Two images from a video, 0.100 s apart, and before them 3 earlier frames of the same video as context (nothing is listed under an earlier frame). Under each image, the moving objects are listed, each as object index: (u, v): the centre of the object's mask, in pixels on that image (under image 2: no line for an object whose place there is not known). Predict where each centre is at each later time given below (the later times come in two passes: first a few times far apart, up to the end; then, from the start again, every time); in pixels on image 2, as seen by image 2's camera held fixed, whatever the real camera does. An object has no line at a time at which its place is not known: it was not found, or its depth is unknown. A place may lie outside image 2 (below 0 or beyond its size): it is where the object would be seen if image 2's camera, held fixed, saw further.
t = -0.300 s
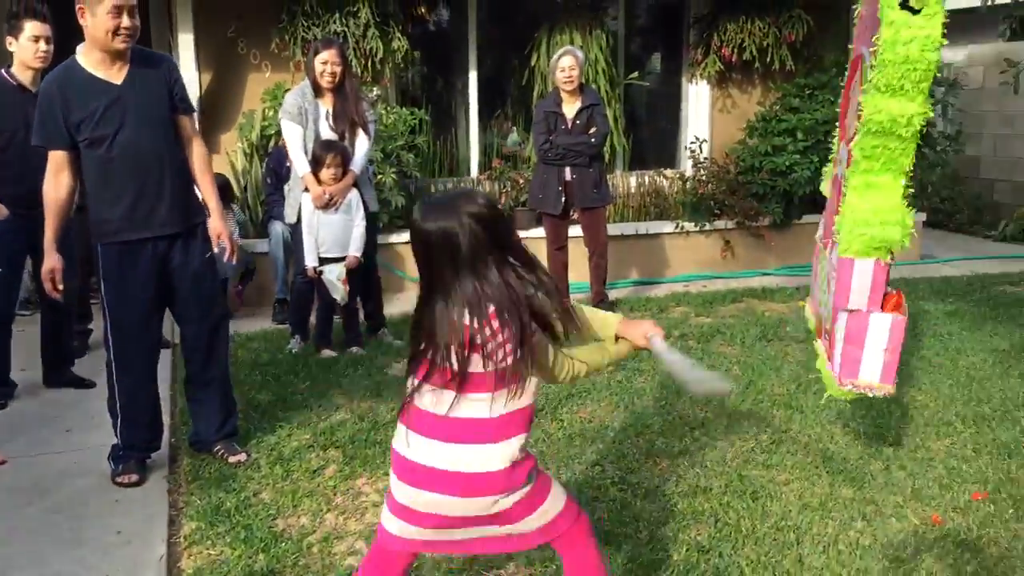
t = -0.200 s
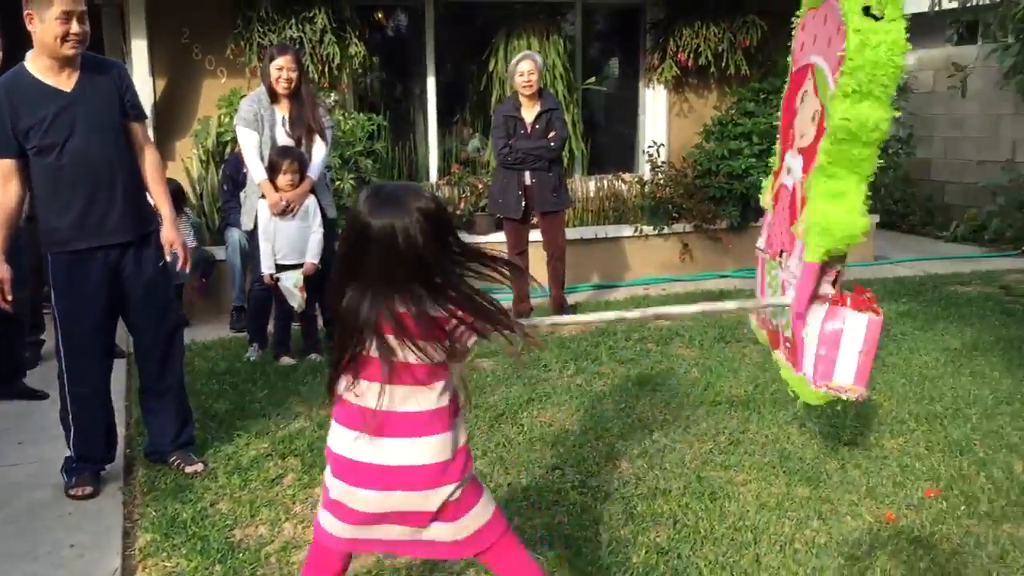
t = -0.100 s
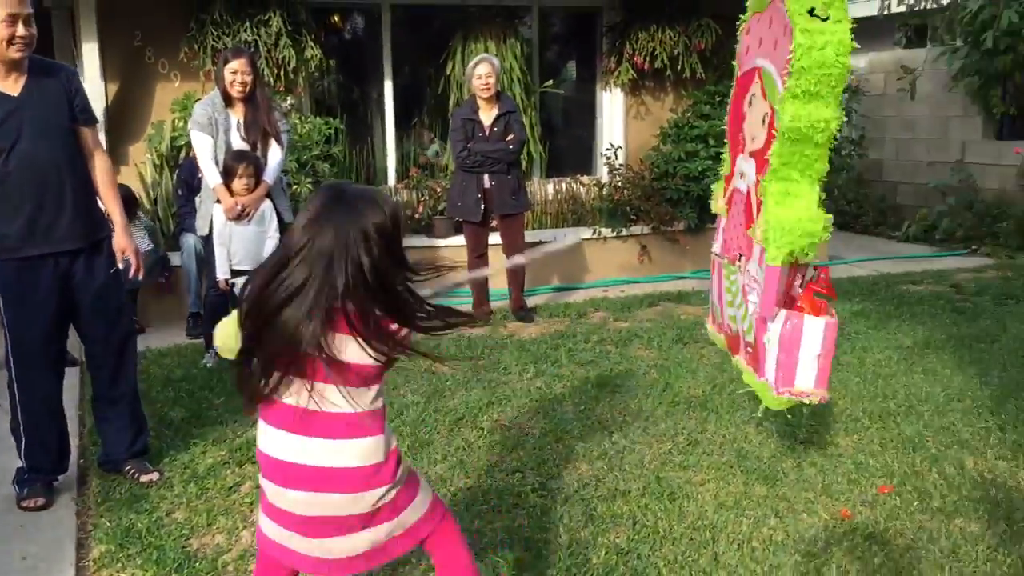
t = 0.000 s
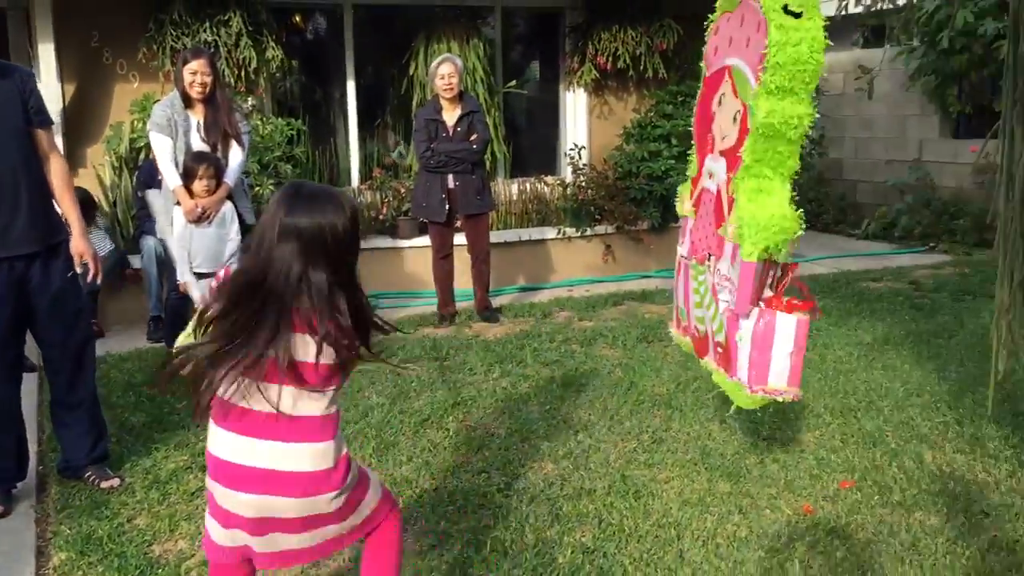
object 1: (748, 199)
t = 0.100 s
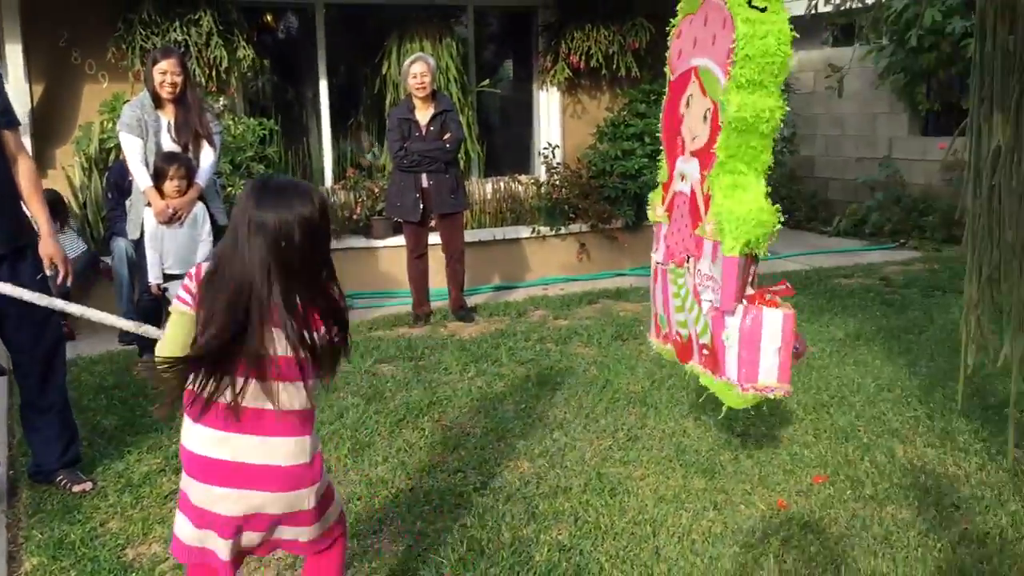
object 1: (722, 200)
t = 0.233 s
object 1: (734, 204)
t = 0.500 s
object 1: (757, 205)
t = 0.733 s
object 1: (771, 201)
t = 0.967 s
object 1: (768, 199)
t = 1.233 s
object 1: (748, 195)
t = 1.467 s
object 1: (730, 190)
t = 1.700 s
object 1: (719, 189)
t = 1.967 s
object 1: (720, 193)
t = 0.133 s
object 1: (726, 201)
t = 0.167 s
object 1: (730, 202)
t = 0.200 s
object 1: (733, 203)
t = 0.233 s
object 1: (734, 204)
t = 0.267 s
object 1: (735, 204)
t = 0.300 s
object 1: (738, 205)
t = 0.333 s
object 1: (743, 205)
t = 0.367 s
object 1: (748, 206)
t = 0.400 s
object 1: (751, 205)
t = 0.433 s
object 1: (753, 205)
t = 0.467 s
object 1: (755, 205)
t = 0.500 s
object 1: (757, 205)
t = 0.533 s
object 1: (761, 204)
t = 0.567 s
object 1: (764, 204)
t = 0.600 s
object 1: (767, 203)
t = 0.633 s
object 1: (768, 203)
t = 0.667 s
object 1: (769, 202)
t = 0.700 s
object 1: (770, 202)
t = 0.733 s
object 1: (771, 201)
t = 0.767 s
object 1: (772, 201)
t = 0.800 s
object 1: (773, 201)
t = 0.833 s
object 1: (773, 200)
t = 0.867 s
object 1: (771, 199)
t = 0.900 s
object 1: (770, 199)
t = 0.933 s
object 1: (770, 199)
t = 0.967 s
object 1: (768, 199)
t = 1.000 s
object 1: (767, 198)
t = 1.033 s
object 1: (765, 198)
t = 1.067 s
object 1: (762, 197)
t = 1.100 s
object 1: (759, 197)
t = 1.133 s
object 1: (757, 196)
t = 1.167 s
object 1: (754, 195)
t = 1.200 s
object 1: (751, 195)
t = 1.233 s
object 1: (748, 195)
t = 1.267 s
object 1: (745, 193)
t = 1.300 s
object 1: (742, 193)
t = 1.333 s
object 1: (739, 193)
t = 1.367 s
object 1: (738, 192)
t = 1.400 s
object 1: (736, 192)
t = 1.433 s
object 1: (733, 191)
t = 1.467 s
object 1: (730, 190)
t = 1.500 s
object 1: (727, 190)
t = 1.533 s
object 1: (725, 190)
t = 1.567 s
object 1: (724, 189)
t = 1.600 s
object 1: (722, 189)
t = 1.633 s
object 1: (720, 189)
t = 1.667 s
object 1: (719, 189)
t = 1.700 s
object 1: (719, 189)
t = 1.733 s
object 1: (717, 189)
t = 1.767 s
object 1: (717, 189)
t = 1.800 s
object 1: (717, 190)
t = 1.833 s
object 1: (716, 190)
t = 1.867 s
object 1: (717, 191)
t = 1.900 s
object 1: (718, 192)
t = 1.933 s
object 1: (718, 192)
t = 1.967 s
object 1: (720, 193)
